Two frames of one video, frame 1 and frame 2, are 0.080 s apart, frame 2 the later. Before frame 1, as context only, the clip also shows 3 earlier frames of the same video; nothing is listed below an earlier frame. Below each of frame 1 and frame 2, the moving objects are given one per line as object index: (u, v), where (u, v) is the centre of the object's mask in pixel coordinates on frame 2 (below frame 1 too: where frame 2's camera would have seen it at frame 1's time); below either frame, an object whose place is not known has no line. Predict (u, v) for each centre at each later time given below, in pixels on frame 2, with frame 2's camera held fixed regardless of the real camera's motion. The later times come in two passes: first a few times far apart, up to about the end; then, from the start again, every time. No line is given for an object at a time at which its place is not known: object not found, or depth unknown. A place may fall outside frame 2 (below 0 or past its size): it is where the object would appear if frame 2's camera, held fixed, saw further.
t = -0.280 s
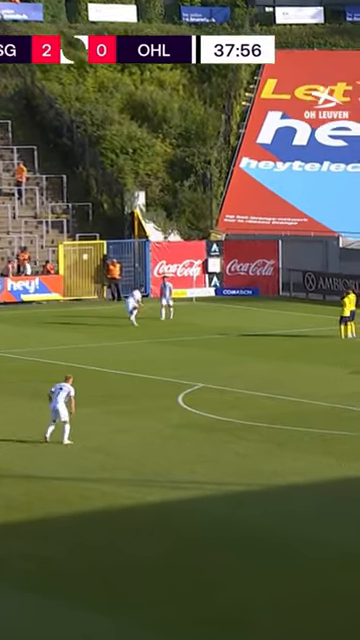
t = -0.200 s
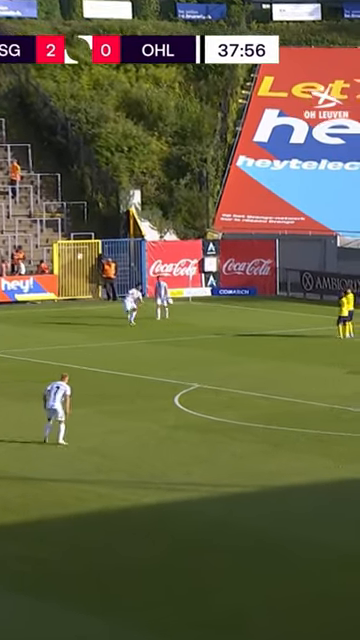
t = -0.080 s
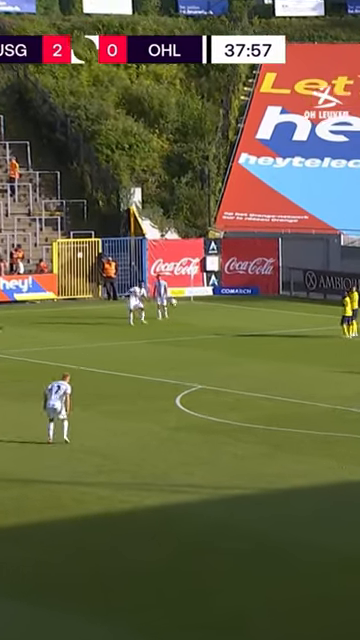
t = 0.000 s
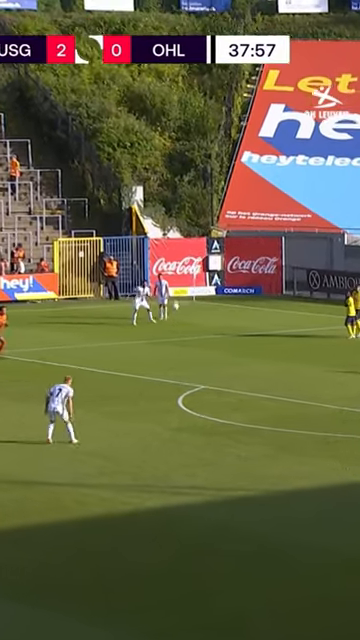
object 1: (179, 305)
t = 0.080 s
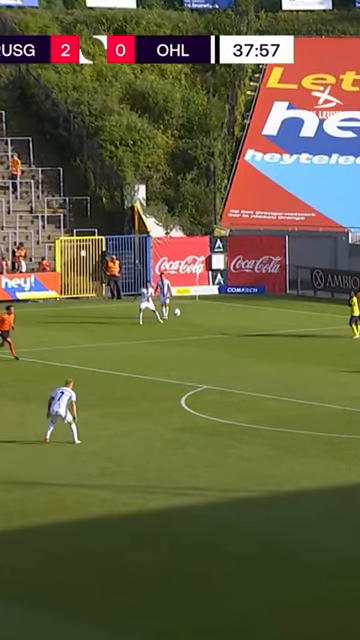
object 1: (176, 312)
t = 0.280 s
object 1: (166, 339)
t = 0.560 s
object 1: (133, 385)
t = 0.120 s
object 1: (175, 315)
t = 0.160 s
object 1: (174, 321)
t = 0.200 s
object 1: (172, 326)
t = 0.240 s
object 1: (169, 332)
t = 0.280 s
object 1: (166, 339)
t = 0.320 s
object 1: (163, 347)
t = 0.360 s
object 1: (159, 355)
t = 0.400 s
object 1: (154, 365)
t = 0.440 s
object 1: (150, 375)
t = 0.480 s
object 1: (144, 385)
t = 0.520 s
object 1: (138, 390)
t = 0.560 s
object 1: (133, 385)
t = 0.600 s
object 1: (128, 381)
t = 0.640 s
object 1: (123, 378)
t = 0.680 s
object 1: (117, 375)
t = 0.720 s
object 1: (112, 373)
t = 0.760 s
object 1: (106, 372)
